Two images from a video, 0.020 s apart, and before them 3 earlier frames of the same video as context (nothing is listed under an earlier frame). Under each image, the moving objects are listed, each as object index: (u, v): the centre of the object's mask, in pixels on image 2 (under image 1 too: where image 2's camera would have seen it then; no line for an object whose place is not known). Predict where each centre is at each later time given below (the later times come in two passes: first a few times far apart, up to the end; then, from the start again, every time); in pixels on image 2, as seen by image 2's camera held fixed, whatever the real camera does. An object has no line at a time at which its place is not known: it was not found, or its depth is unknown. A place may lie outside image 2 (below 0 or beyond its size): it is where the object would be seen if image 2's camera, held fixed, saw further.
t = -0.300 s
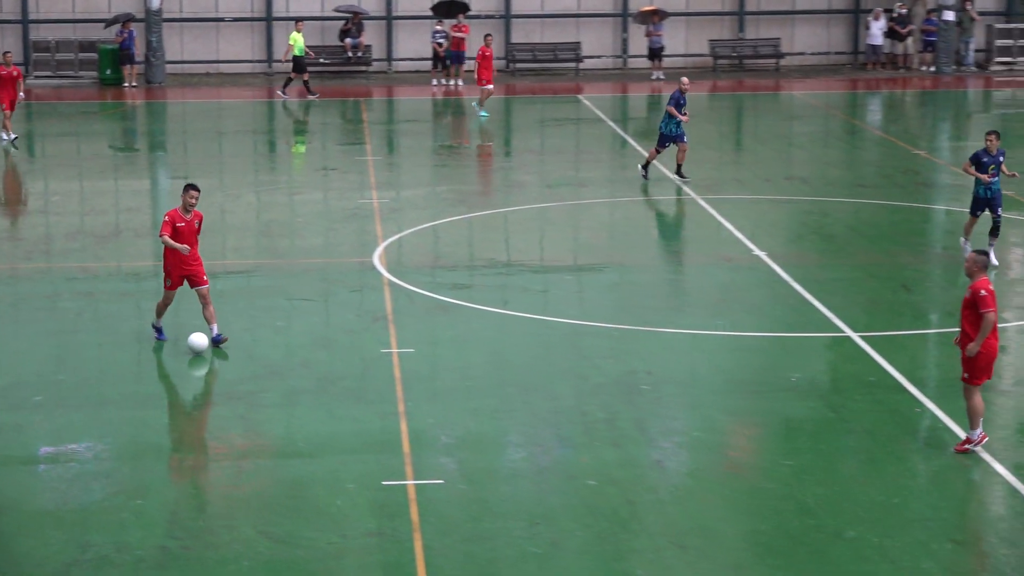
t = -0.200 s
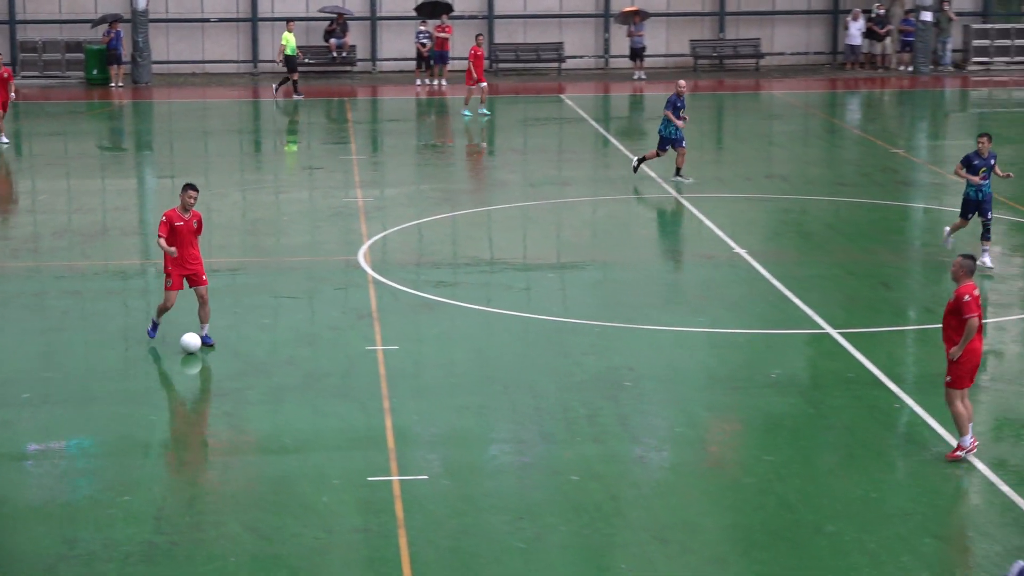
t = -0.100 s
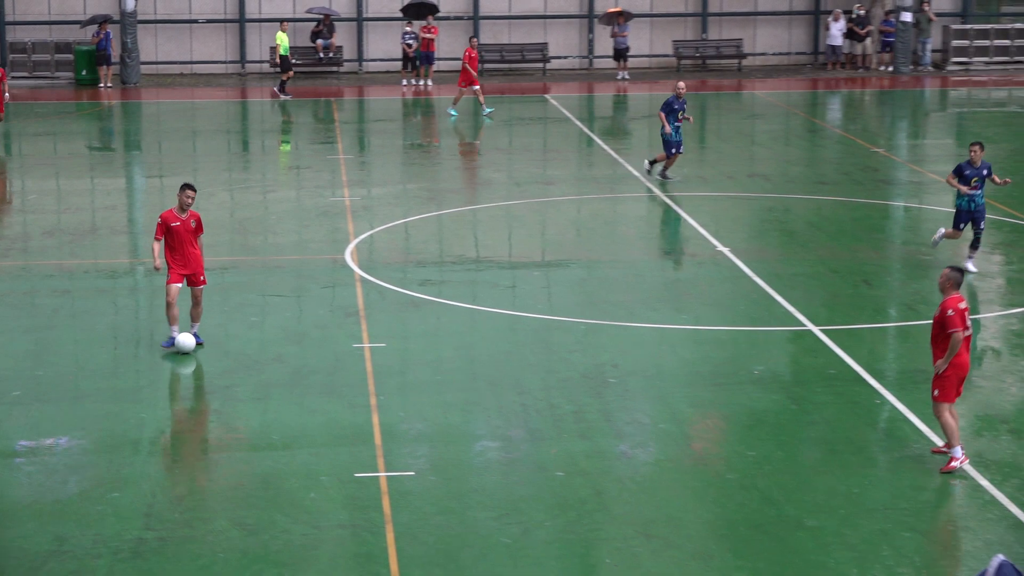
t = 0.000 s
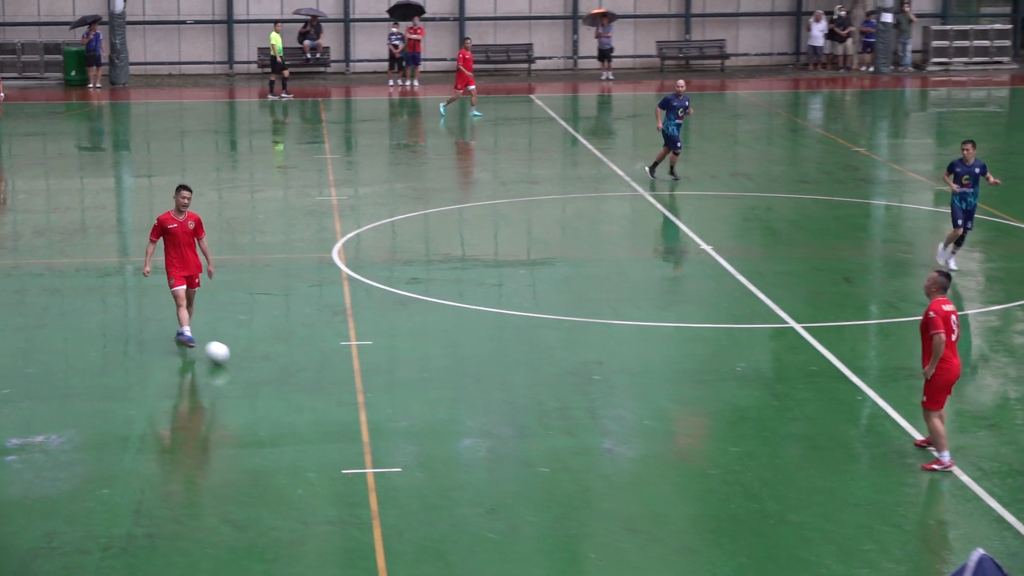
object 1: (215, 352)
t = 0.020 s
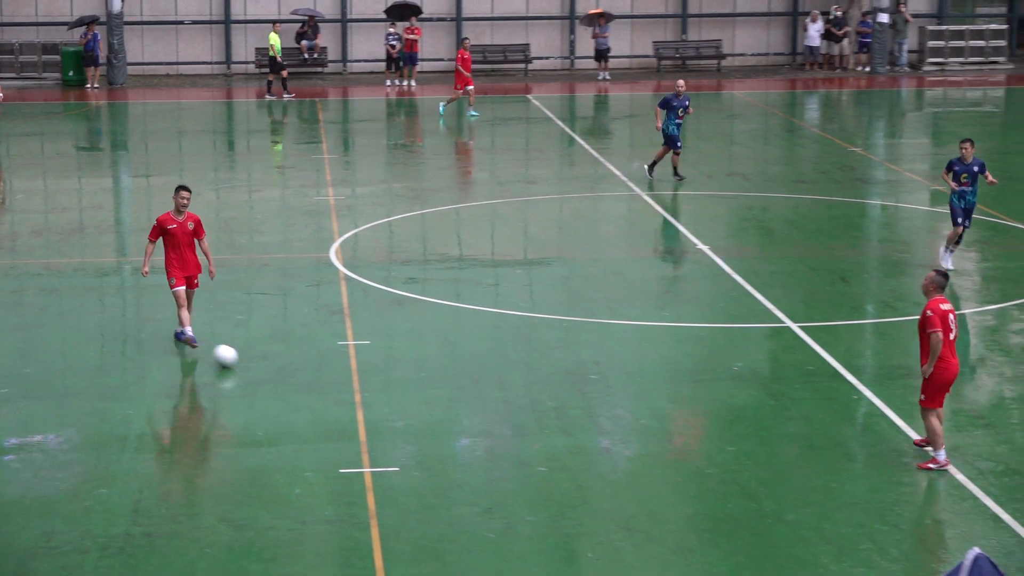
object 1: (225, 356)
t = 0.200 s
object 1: (320, 384)
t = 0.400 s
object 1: (423, 413)
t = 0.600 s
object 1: (519, 442)
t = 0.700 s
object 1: (560, 454)
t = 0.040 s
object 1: (236, 359)
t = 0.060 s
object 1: (246, 361)
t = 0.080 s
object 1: (257, 364)
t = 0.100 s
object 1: (268, 368)
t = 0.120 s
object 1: (278, 371)
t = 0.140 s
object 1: (289, 374)
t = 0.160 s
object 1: (299, 377)
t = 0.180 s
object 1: (310, 380)
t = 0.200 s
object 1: (320, 384)
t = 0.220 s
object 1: (331, 387)
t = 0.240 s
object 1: (341, 390)
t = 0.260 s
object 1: (352, 393)
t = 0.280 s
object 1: (363, 396)
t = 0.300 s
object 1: (373, 398)
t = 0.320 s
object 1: (383, 402)
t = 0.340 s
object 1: (392, 404)
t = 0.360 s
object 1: (403, 407)
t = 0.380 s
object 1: (413, 410)
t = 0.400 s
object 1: (423, 413)
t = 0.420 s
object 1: (433, 416)
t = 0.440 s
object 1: (443, 420)
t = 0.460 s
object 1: (453, 422)
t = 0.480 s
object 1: (463, 426)
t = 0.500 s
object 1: (473, 428)
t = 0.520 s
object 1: (483, 431)
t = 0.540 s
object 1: (492, 434)
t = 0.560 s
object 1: (502, 436)
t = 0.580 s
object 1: (511, 439)
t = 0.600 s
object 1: (519, 442)
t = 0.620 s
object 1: (528, 444)
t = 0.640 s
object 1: (536, 447)
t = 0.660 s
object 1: (544, 449)
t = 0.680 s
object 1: (552, 451)
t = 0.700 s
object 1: (560, 454)
